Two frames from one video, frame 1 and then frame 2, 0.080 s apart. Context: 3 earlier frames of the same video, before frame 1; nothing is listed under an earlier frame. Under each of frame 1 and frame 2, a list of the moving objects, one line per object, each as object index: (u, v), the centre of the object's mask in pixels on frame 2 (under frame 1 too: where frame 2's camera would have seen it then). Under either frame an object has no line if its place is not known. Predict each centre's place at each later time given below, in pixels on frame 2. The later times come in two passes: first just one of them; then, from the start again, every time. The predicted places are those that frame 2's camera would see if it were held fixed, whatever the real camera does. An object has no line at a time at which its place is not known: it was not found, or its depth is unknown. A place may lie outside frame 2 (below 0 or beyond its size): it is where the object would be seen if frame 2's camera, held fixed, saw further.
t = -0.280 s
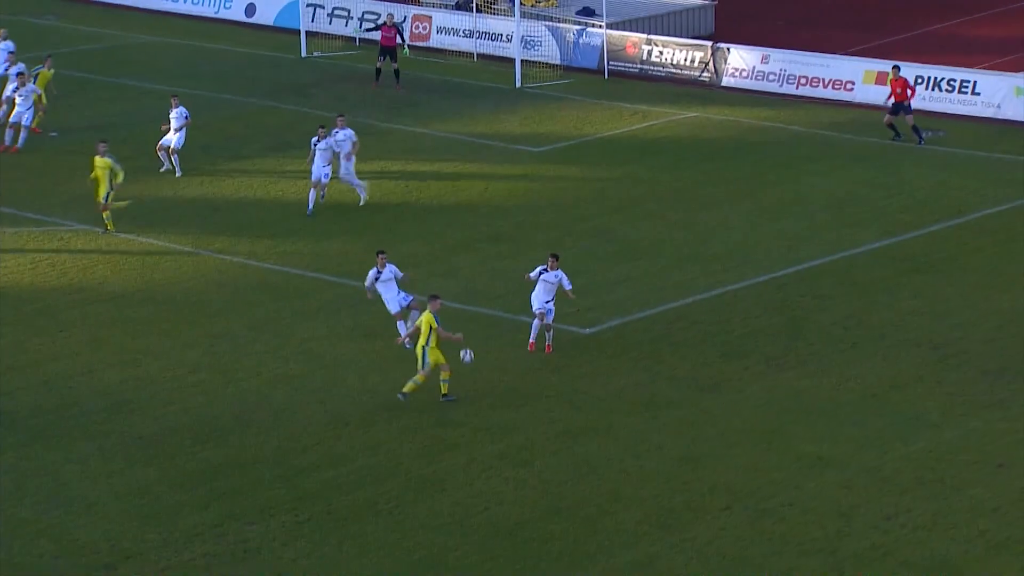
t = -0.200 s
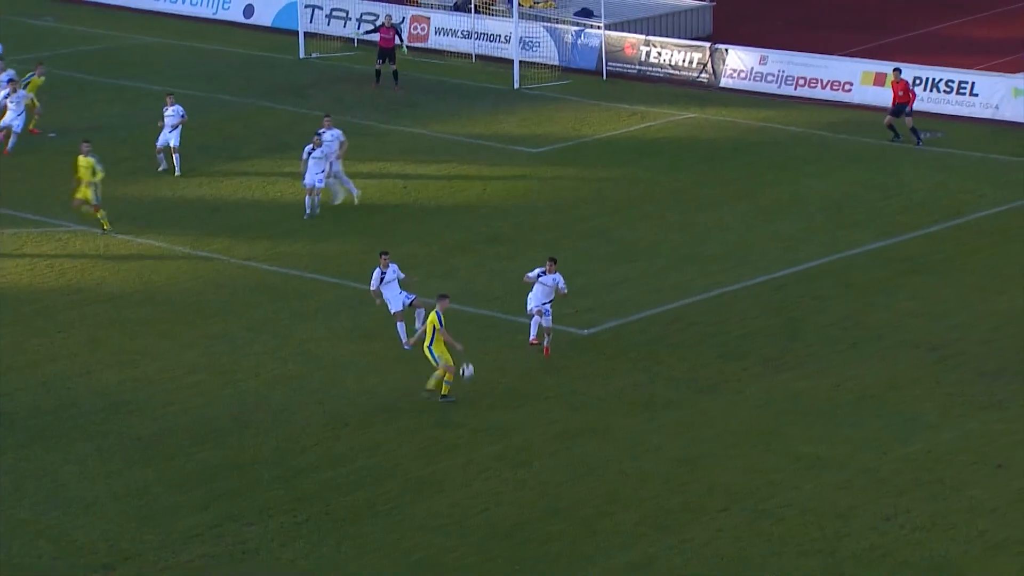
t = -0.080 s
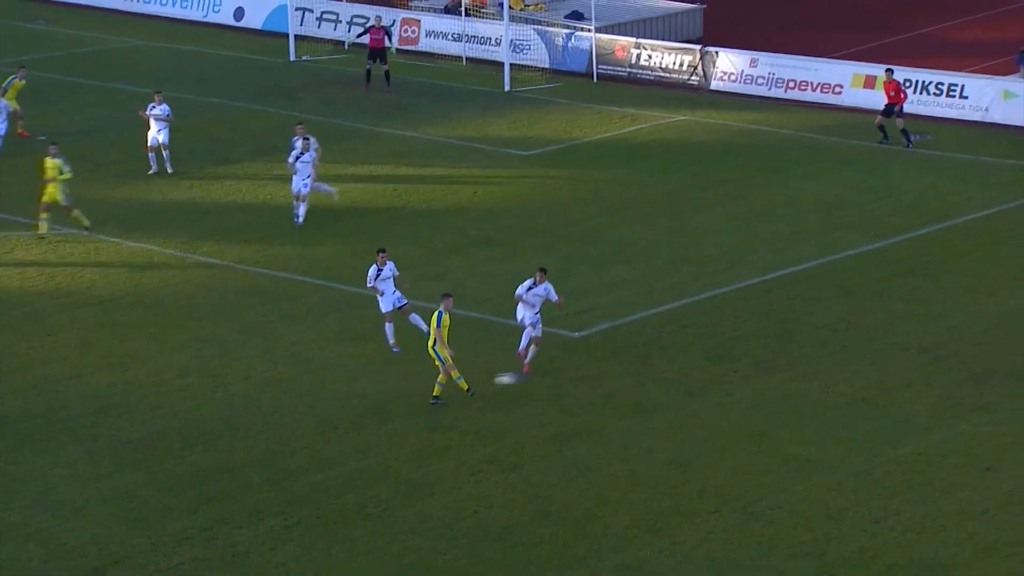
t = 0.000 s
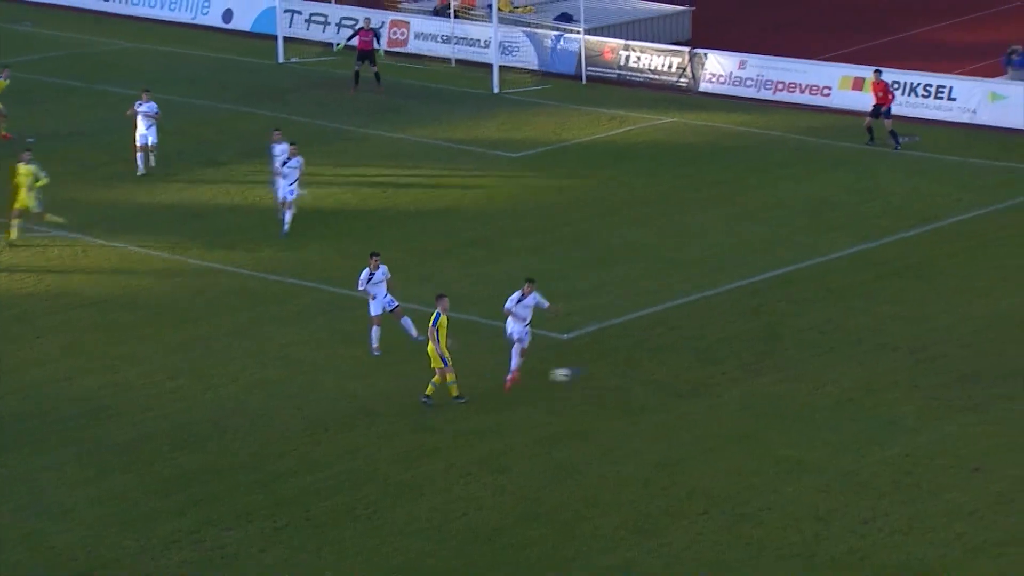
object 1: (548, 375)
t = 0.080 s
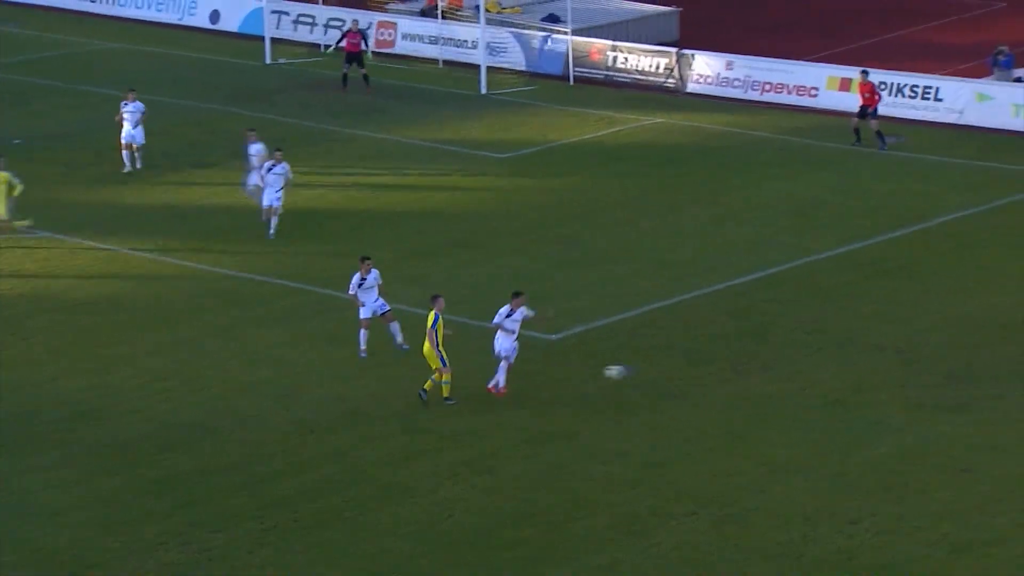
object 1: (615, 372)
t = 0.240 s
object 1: (743, 380)
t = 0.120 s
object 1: (647, 372)
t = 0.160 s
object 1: (679, 373)
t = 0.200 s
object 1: (711, 376)
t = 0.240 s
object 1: (743, 380)
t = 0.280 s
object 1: (775, 385)
